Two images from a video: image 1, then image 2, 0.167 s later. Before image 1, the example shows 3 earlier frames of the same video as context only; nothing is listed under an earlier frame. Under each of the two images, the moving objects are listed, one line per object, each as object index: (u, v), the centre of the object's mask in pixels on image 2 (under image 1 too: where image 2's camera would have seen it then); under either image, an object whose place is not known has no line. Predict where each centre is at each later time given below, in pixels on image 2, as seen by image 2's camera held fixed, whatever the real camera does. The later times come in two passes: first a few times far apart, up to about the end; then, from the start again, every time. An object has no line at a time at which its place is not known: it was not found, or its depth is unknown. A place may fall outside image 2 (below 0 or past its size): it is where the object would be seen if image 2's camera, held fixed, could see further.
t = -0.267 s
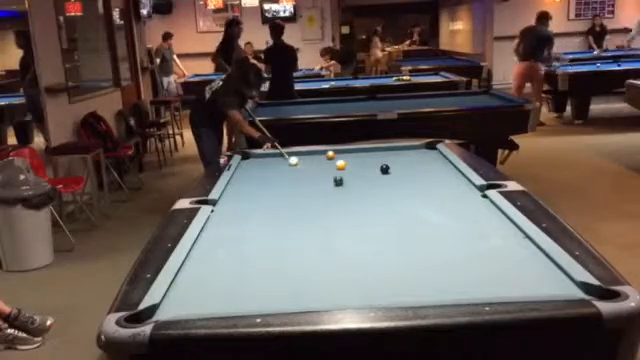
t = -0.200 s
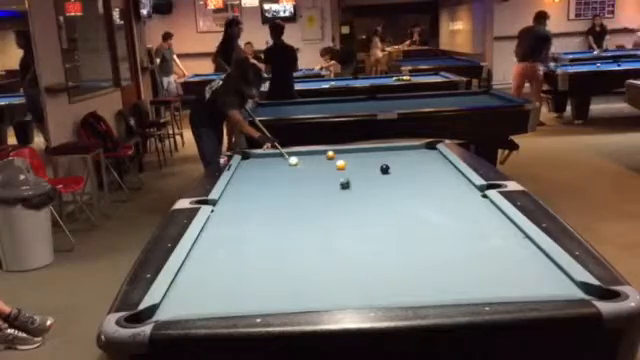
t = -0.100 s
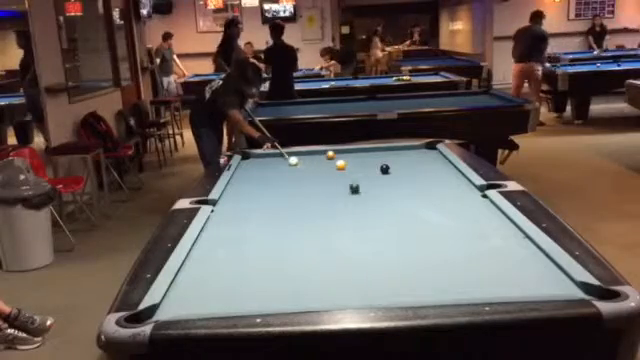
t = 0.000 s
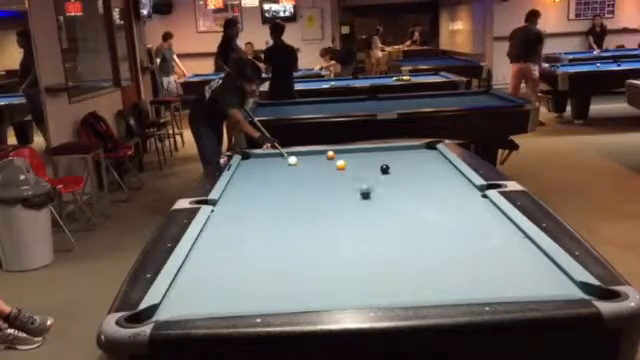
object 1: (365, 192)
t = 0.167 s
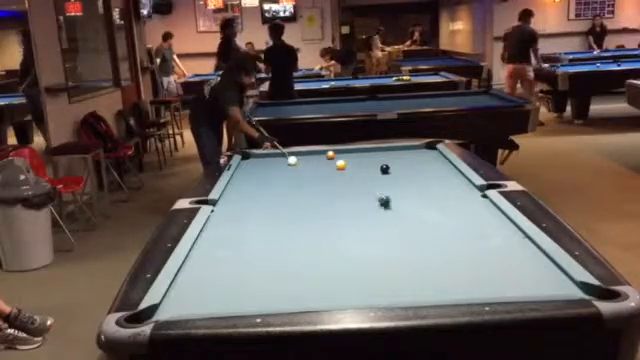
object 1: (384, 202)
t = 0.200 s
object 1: (389, 204)
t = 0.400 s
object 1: (415, 216)
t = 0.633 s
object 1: (450, 233)
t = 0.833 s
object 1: (488, 250)
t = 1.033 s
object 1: (530, 269)
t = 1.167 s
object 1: (562, 283)
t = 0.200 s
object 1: (389, 204)
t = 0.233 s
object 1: (393, 206)
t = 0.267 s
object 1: (397, 208)
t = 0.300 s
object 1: (401, 209)
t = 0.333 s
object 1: (406, 211)
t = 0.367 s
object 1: (410, 214)
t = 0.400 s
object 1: (415, 216)
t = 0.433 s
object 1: (420, 218)
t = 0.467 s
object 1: (424, 221)
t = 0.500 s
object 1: (429, 223)
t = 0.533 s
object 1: (435, 225)
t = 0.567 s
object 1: (441, 227)
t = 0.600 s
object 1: (445, 229)
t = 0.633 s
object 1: (450, 233)
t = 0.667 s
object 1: (456, 235)
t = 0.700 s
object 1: (462, 238)
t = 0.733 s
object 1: (469, 241)
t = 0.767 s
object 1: (475, 243)
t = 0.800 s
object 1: (481, 247)
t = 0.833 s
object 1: (488, 250)
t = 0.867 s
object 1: (494, 253)
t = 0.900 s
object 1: (501, 256)
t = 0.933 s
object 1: (508, 259)
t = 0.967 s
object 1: (515, 263)
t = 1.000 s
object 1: (522, 265)
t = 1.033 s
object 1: (530, 269)
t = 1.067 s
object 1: (538, 272)
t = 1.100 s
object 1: (546, 276)
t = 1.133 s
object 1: (554, 280)
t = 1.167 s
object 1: (562, 283)
